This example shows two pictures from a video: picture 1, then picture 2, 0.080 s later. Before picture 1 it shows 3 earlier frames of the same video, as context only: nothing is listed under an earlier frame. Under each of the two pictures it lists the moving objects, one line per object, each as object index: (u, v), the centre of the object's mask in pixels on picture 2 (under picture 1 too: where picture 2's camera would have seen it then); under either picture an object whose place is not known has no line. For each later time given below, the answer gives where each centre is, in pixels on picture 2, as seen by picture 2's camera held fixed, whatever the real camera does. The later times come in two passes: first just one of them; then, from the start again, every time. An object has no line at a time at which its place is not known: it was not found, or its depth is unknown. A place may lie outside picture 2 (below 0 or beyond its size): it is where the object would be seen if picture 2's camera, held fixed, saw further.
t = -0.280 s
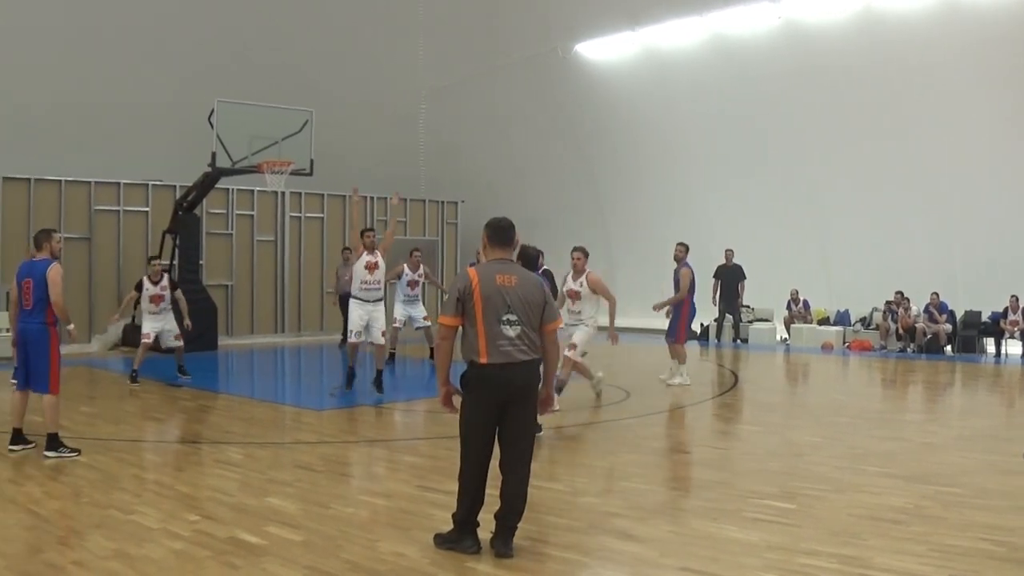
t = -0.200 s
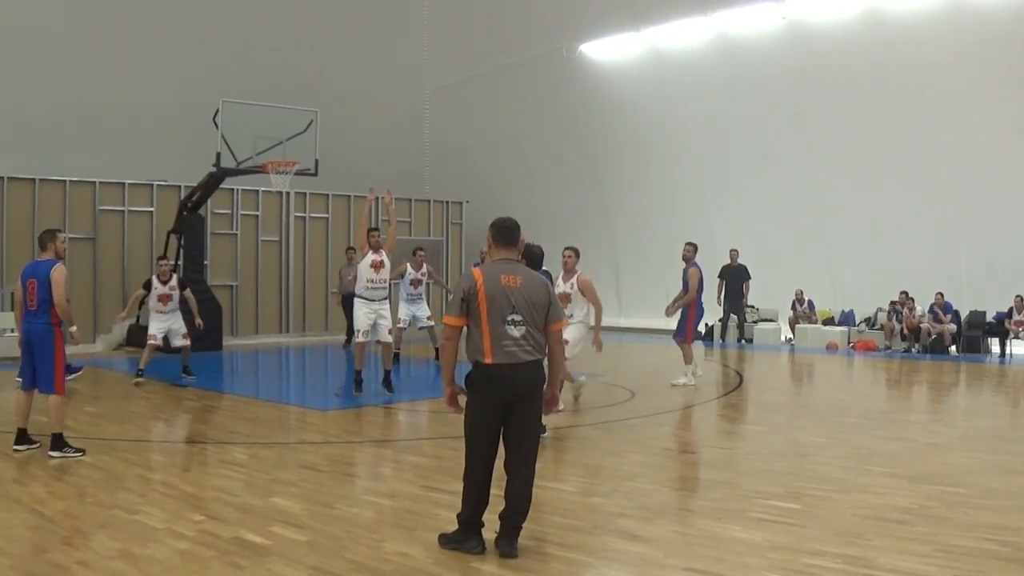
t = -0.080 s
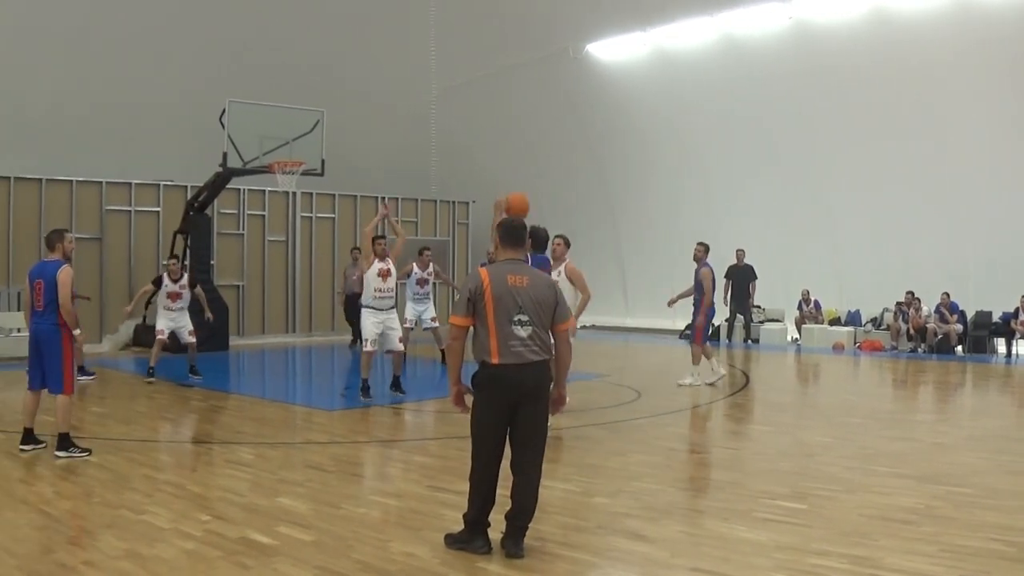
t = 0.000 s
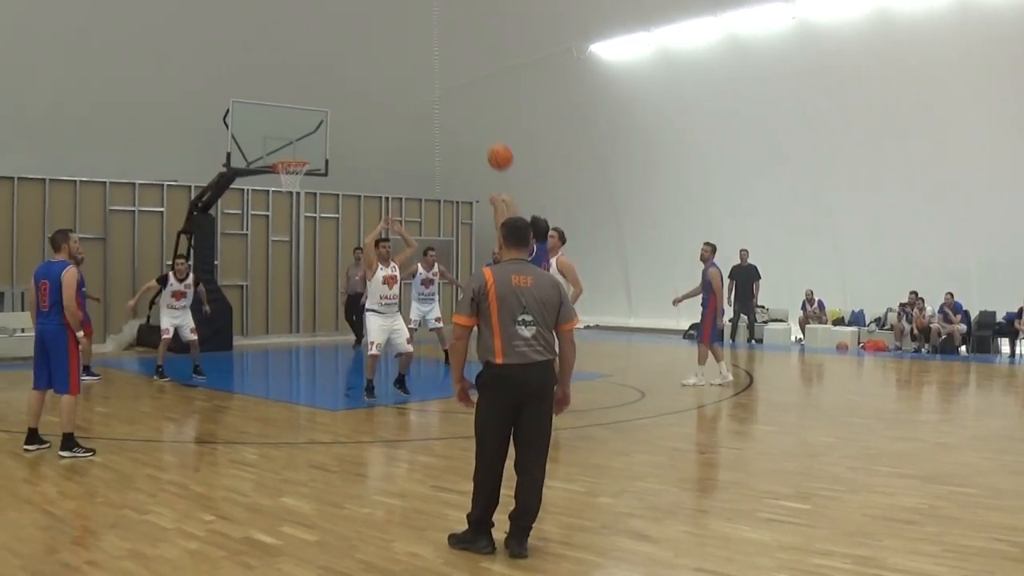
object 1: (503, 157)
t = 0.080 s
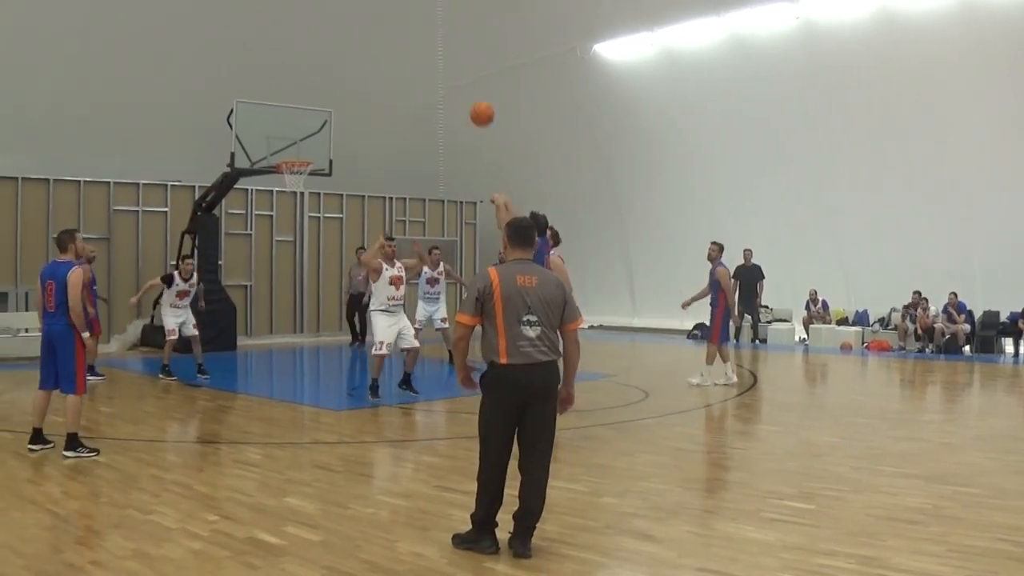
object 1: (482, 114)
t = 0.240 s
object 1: (446, 56)
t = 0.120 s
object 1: (472, 96)
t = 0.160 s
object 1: (462, 81)
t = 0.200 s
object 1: (454, 68)
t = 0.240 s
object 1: (446, 56)
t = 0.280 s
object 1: (439, 47)
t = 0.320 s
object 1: (433, 38)
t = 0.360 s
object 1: (426, 32)
